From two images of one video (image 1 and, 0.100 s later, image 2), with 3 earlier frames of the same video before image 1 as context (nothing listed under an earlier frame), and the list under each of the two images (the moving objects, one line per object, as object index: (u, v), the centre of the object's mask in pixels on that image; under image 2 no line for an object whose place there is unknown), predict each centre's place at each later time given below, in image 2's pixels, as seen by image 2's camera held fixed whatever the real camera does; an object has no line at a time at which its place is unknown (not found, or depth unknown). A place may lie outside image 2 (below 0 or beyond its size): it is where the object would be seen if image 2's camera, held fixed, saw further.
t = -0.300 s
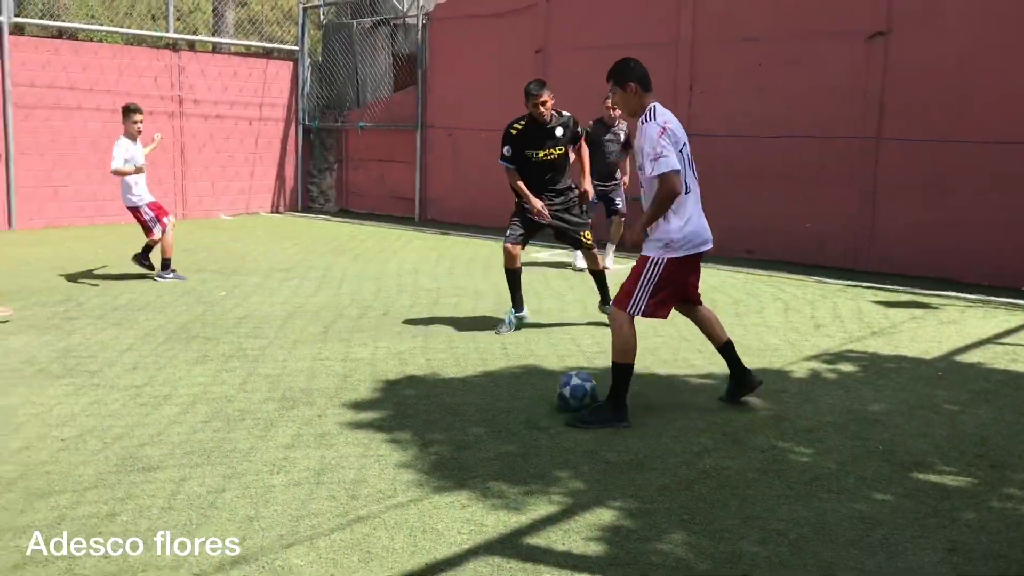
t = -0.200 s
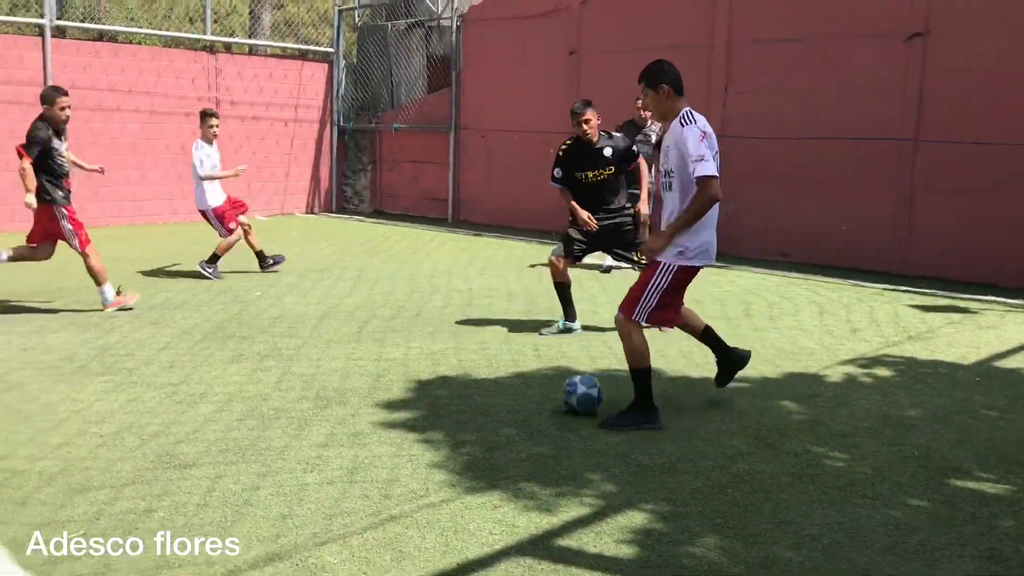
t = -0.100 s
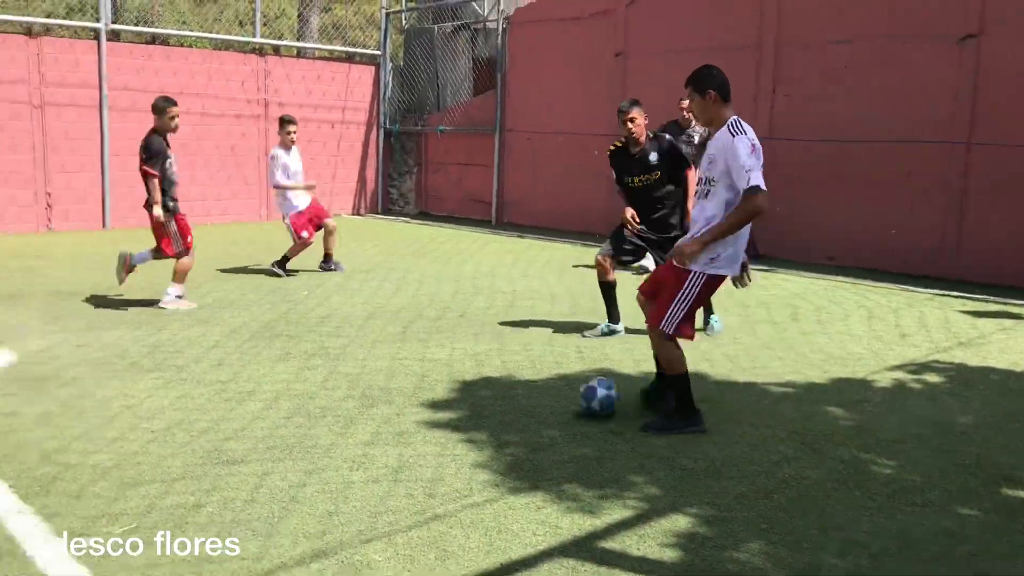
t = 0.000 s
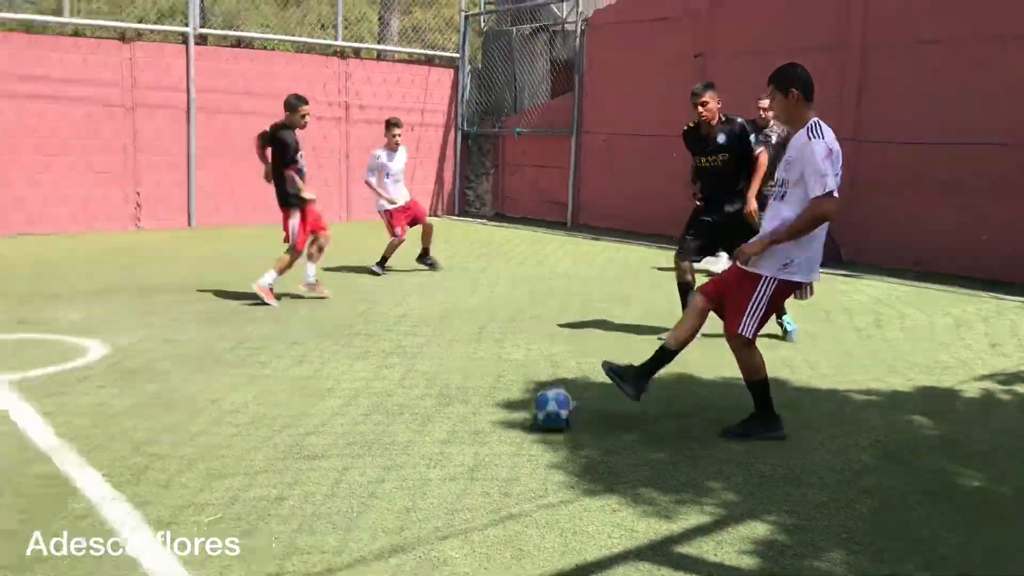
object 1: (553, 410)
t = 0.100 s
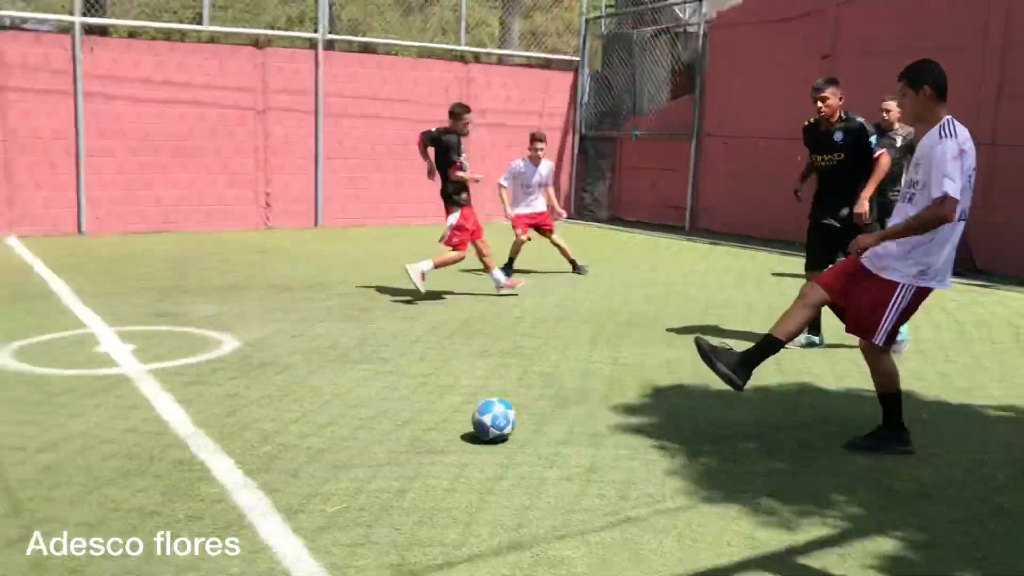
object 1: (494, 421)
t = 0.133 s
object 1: (437, 421)
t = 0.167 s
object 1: (380, 424)
